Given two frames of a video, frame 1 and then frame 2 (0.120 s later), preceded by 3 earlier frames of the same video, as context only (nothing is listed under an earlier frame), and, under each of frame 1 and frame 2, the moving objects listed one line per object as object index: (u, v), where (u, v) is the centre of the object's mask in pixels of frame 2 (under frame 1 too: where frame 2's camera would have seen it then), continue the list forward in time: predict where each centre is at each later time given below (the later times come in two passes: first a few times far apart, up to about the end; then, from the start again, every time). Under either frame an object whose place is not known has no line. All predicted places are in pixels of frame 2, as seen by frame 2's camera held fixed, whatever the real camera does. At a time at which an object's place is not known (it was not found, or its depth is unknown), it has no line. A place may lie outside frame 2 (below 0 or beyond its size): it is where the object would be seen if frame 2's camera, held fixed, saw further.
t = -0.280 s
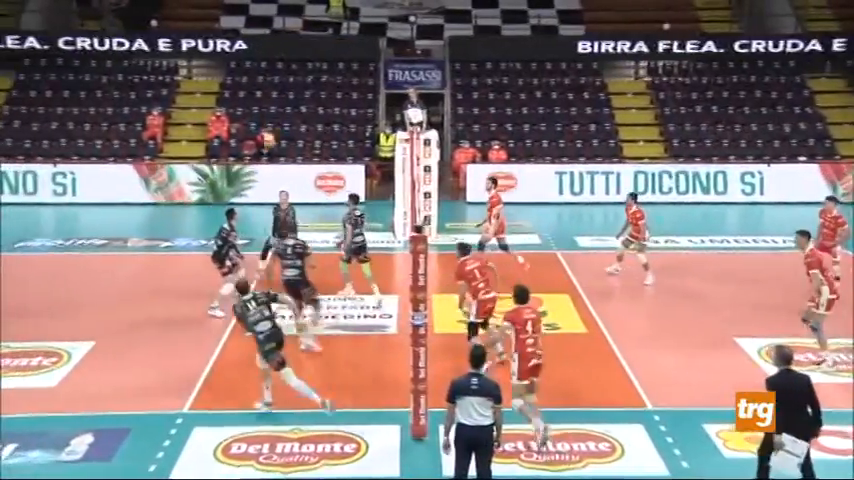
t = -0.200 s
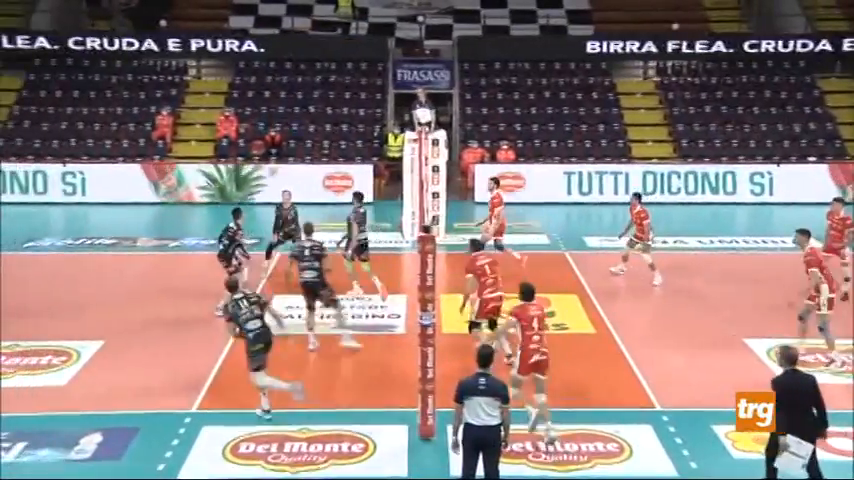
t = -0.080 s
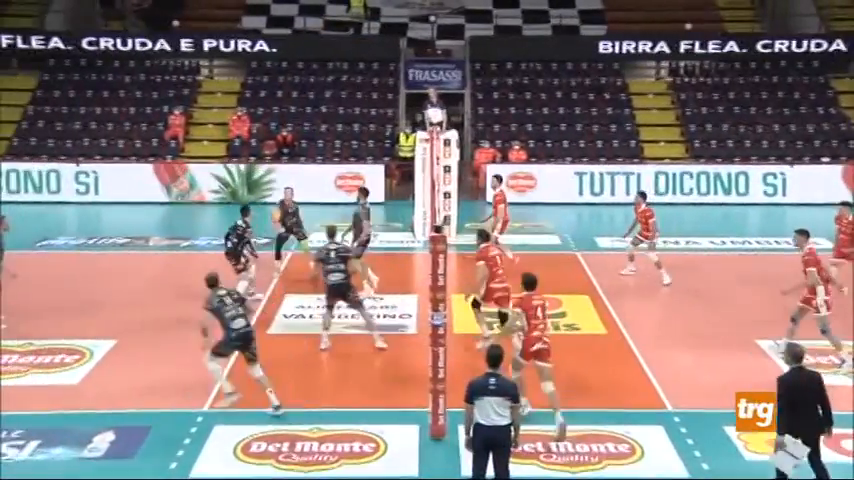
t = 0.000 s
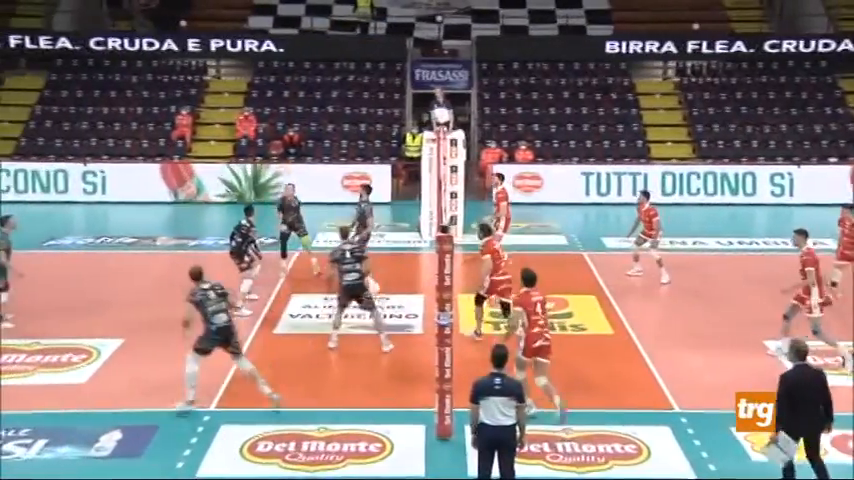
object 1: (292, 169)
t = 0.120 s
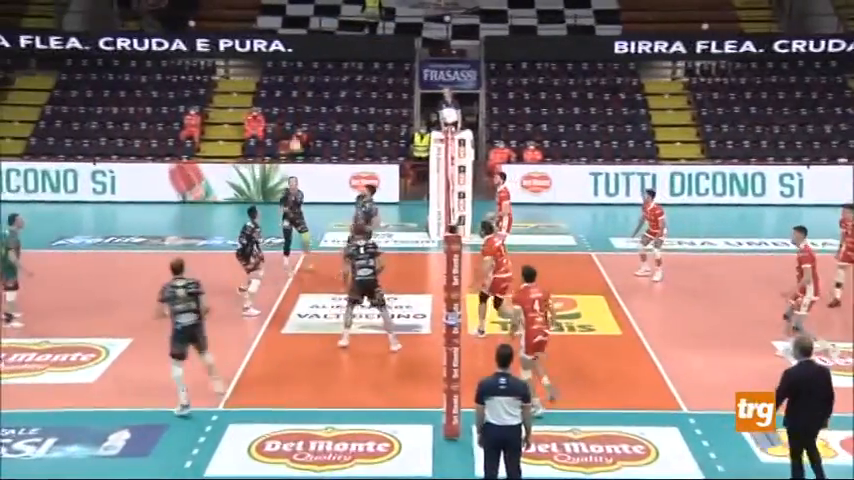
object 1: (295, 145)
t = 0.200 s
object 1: (297, 122)
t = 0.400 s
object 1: (302, 81)
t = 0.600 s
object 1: (309, 63)
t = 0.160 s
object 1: (296, 134)
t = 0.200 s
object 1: (297, 122)
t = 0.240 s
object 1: (297, 112)
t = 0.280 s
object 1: (299, 103)
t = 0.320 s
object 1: (300, 96)
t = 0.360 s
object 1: (301, 88)
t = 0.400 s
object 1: (302, 81)
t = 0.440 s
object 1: (303, 76)
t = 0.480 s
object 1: (305, 71)
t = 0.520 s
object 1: (306, 68)
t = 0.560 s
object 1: (307, 65)
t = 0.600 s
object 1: (309, 63)
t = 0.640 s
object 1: (310, 62)
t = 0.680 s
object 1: (312, 62)
